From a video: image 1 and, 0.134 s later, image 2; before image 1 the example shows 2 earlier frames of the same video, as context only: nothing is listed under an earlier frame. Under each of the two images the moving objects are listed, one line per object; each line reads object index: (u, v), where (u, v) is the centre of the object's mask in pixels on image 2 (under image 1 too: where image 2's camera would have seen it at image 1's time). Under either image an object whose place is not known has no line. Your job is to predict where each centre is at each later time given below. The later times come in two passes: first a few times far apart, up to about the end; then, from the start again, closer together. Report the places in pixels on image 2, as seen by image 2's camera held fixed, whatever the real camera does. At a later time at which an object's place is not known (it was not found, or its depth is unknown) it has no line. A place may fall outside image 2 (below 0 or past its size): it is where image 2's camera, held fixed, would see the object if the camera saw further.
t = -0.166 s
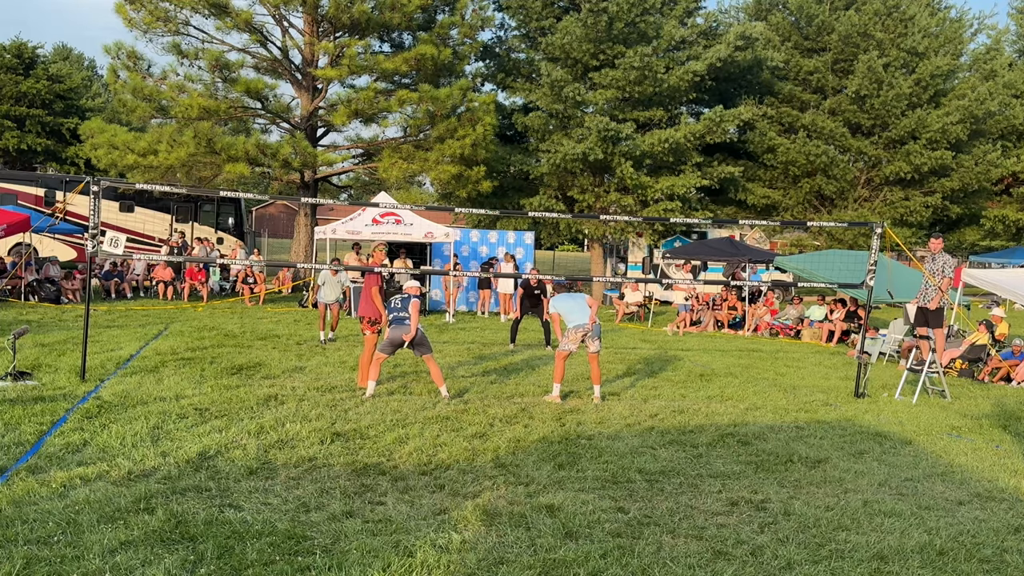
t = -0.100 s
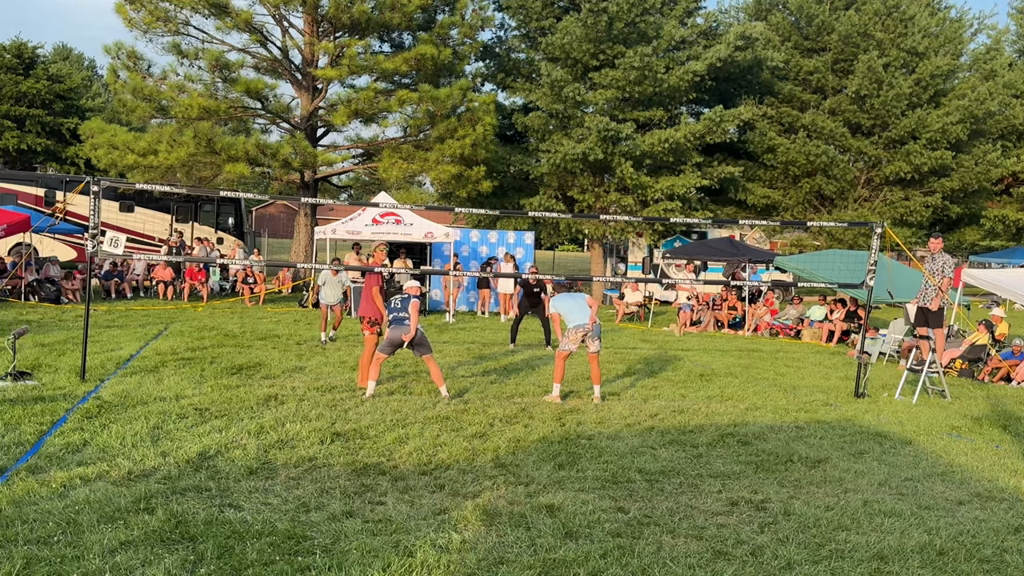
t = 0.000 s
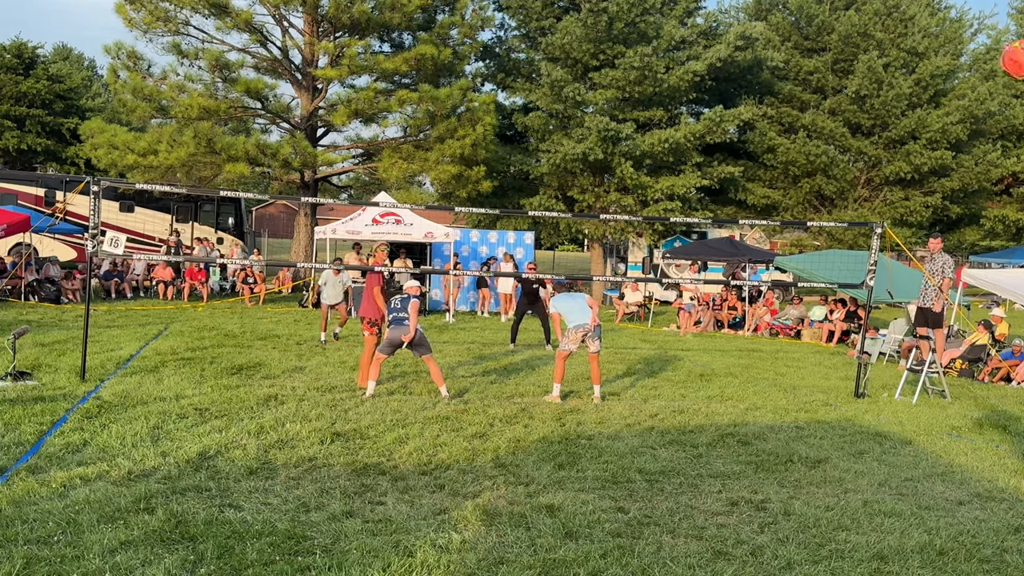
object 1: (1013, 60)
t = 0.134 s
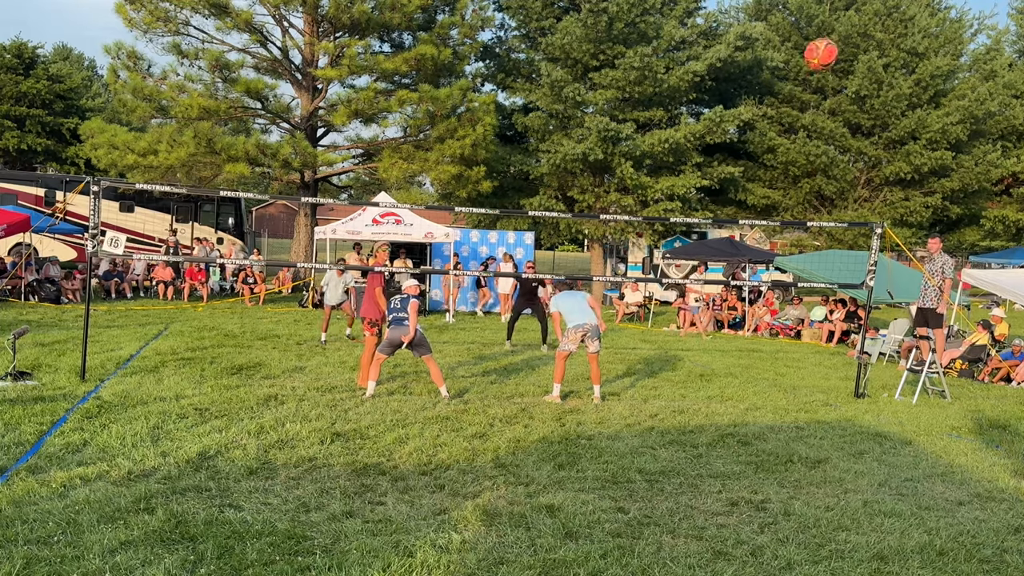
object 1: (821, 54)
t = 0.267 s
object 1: (700, 72)
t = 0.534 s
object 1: (566, 143)
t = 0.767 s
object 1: (501, 223)
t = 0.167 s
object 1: (785, 57)
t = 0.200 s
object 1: (753, 61)
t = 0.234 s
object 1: (725, 66)
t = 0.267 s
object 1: (700, 72)
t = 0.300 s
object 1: (678, 78)
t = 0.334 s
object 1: (657, 86)
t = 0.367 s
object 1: (638, 94)
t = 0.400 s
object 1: (621, 103)
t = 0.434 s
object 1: (605, 112)
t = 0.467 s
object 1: (592, 122)
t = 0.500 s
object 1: (579, 132)
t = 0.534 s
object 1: (566, 143)
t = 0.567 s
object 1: (555, 154)
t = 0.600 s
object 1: (545, 164)
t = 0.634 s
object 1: (535, 176)
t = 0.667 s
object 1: (526, 188)
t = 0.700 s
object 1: (517, 200)
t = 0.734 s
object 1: (509, 208)
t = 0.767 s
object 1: (501, 223)
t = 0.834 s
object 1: (486, 247)
